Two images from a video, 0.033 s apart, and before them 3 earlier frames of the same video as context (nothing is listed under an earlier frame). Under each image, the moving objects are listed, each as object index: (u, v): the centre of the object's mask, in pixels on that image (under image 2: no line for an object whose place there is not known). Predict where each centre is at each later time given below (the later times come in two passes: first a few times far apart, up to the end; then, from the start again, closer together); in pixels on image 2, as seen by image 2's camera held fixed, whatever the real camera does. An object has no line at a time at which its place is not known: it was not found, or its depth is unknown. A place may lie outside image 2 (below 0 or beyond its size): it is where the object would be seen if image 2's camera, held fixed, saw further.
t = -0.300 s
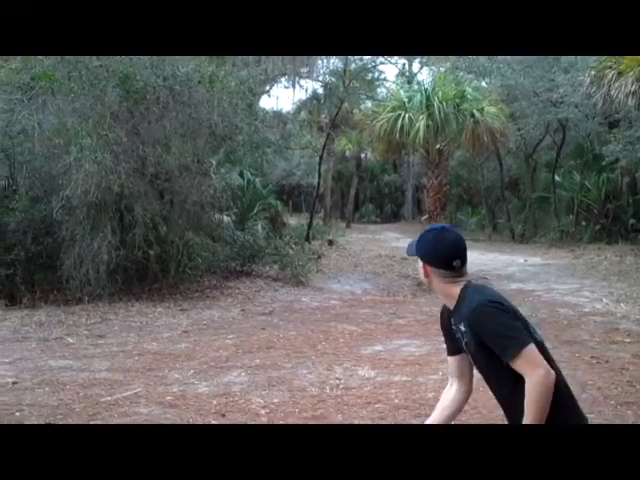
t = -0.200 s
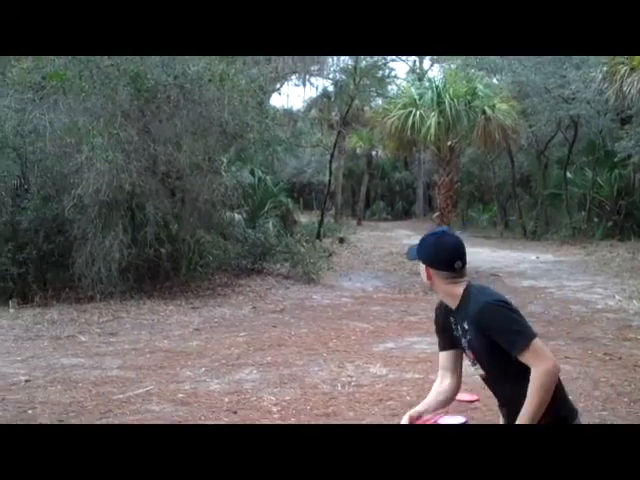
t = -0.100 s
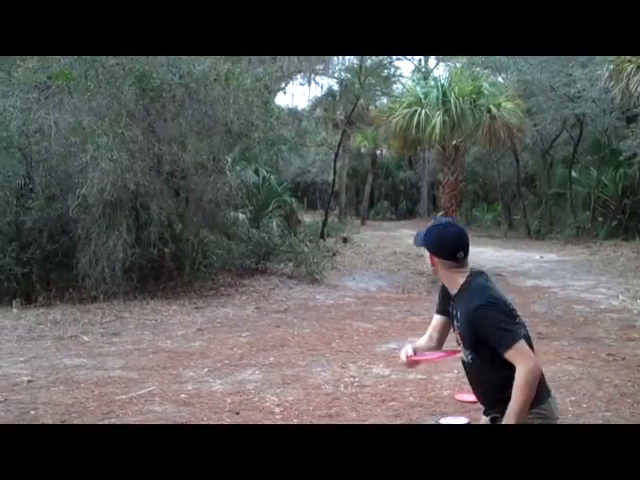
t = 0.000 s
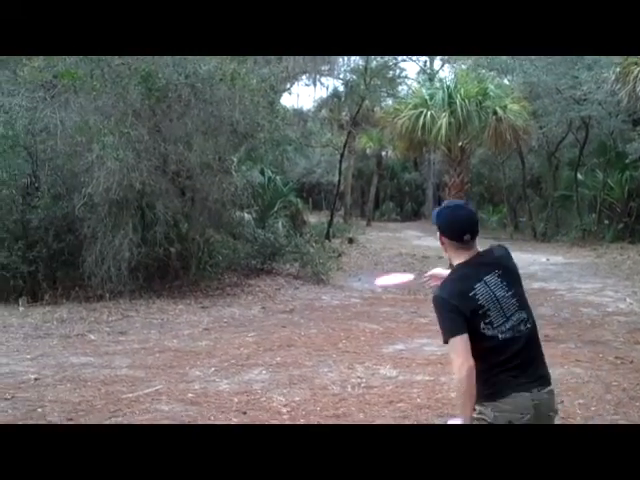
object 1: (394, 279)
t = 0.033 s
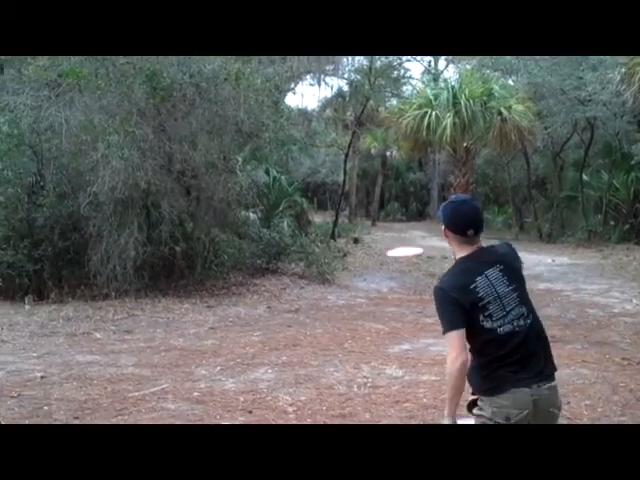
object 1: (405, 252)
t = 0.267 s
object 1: (421, 173)
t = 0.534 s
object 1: (424, 153)
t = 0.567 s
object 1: (424, 151)
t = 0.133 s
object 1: (415, 202)
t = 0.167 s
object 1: (417, 192)
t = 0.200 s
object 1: (419, 184)
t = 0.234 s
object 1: (420, 178)
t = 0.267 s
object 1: (421, 173)
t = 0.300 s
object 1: (422, 169)
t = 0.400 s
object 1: (424, 160)
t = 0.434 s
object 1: (424, 158)
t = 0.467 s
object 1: (424, 156)
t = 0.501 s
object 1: (424, 154)
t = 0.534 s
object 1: (424, 153)
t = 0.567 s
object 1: (424, 151)
